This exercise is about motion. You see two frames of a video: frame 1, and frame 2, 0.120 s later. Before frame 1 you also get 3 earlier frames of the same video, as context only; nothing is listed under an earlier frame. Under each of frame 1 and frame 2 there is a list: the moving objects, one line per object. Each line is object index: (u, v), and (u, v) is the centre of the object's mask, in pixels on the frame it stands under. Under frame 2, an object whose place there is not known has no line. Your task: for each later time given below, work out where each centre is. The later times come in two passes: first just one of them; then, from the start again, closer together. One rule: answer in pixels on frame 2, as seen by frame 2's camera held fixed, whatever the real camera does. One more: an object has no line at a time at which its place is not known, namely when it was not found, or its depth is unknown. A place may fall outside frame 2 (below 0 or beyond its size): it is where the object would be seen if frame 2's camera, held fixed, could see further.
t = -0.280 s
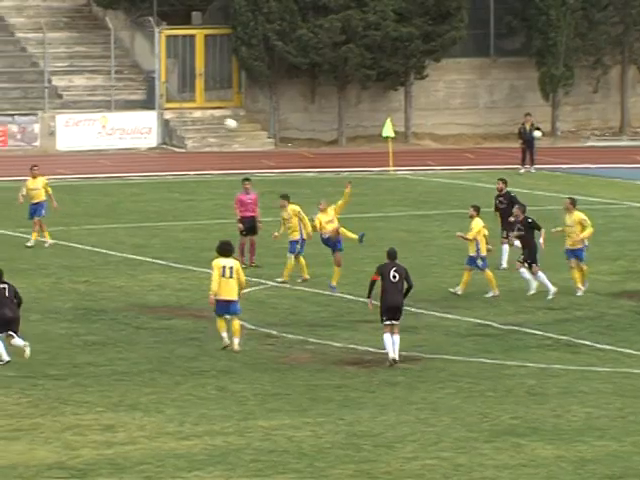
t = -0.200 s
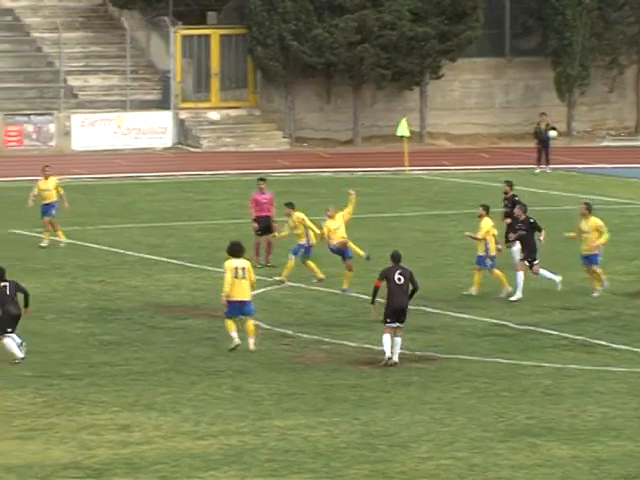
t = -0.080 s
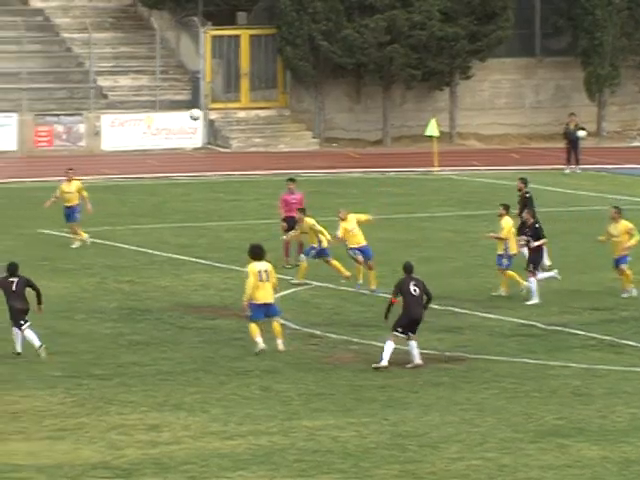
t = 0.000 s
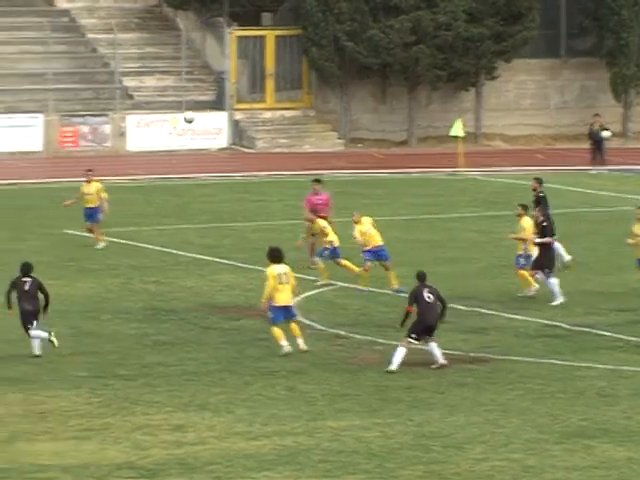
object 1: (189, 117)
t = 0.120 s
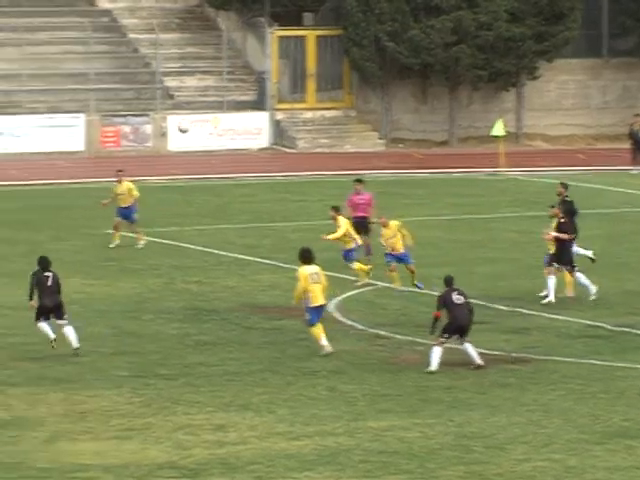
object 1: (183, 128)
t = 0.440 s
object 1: (64, 191)
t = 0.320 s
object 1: (108, 160)
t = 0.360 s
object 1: (93, 169)
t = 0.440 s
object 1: (64, 191)
